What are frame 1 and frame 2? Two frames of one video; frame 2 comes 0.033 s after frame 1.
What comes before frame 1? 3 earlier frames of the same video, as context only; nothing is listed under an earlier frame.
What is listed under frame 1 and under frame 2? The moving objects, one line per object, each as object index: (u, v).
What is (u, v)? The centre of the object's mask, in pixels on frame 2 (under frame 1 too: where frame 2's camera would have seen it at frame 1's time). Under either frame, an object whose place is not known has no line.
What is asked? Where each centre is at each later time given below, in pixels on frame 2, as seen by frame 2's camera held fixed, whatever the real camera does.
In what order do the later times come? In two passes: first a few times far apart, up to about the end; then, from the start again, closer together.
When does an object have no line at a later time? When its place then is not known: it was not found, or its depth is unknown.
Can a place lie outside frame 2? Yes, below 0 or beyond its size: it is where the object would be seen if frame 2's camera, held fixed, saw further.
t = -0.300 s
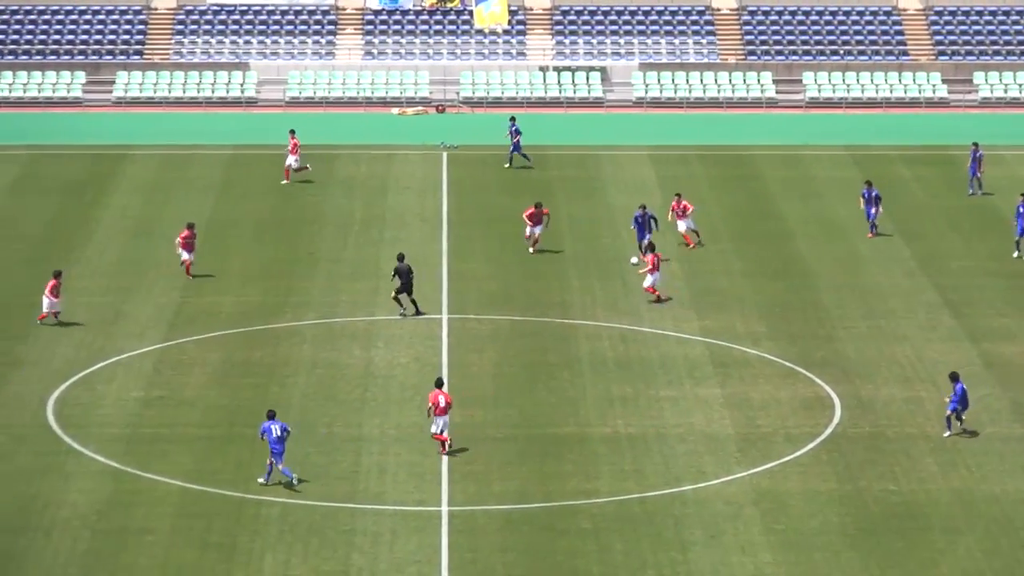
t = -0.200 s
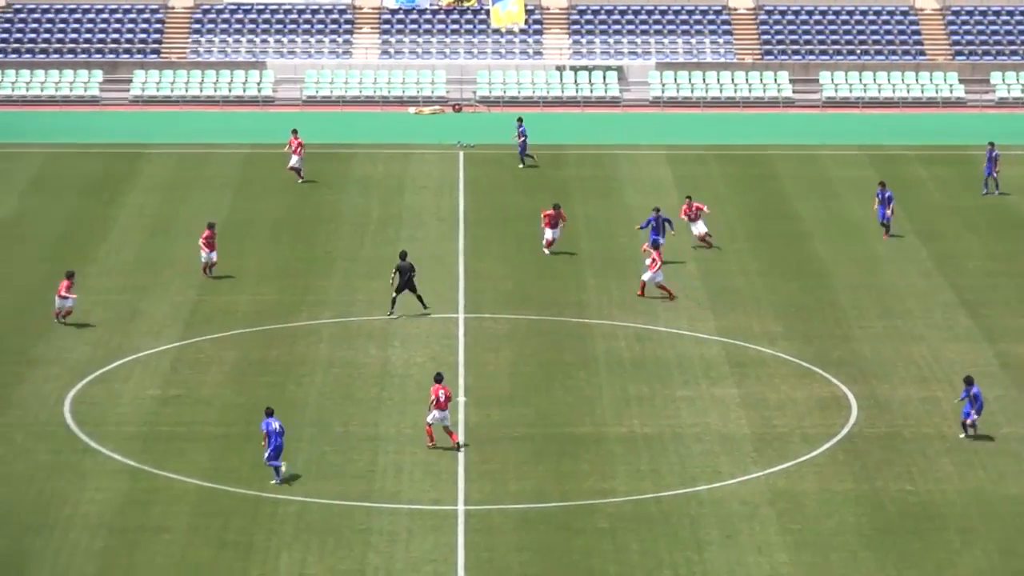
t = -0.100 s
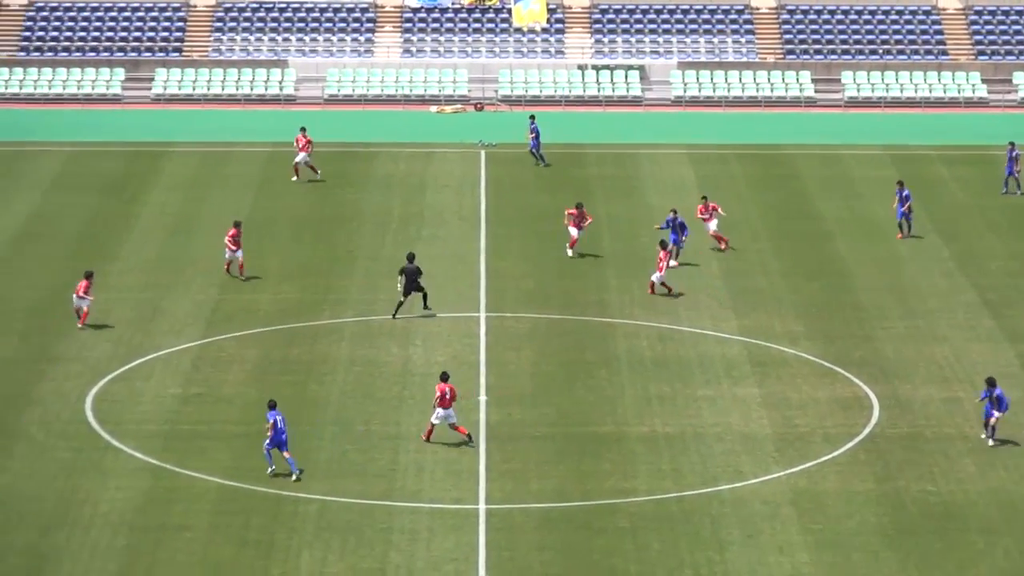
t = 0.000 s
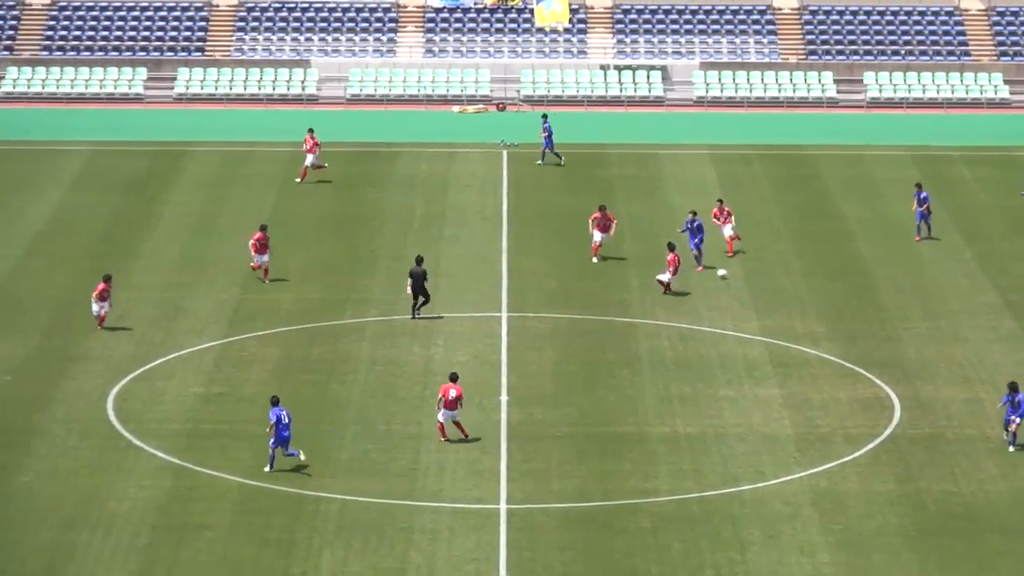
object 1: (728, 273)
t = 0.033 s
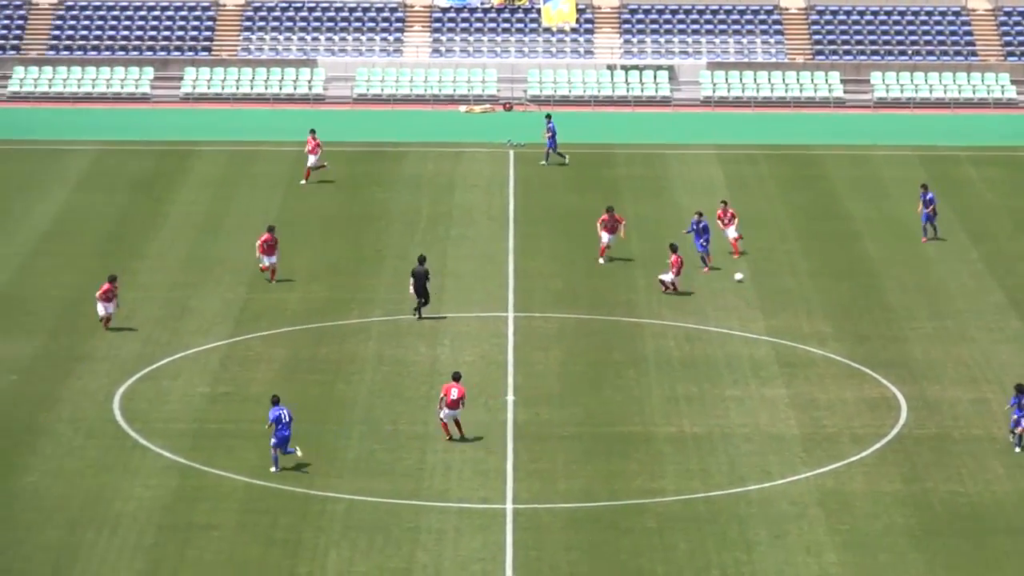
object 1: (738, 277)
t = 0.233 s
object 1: (795, 297)
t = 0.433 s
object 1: (845, 313)
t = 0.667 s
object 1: (894, 328)
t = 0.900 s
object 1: (938, 344)
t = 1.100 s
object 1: (975, 356)
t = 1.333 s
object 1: (1018, 371)
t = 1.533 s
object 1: (1056, 382)
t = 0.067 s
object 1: (749, 281)
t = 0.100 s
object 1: (758, 284)
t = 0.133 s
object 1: (768, 287)
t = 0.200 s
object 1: (786, 294)
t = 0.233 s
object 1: (795, 297)
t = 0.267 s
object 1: (804, 300)
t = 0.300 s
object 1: (813, 302)
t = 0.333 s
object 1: (821, 305)
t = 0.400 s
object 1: (837, 311)
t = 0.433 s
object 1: (845, 313)
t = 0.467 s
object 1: (853, 315)
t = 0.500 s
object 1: (860, 317)
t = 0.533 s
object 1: (867, 320)
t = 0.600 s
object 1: (881, 326)
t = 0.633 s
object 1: (888, 327)
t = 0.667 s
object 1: (894, 328)
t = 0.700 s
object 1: (900, 330)
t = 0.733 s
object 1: (906, 333)
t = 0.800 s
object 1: (919, 338)
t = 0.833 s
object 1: (925, 340)
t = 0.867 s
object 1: (931, 342)
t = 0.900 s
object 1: (938, 344)
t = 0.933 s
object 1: (944, 346)
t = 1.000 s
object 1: (957, 350)
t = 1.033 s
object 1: (963, 352)
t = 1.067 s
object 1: (969, 354)
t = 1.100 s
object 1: (975, 356)
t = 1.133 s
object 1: (981, 358)
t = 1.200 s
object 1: (994, 362)
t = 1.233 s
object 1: (999, 365)
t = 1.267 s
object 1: (1006, 367)
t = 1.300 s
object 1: (1012, 369)
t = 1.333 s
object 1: (1018, 371)
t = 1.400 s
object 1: (1031, 375)
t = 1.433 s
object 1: (1037, 377)
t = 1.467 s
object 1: (1043, 378)
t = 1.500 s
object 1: (1049, 380)
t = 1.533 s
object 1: (1056, 382)
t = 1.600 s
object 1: (1068, 386)
